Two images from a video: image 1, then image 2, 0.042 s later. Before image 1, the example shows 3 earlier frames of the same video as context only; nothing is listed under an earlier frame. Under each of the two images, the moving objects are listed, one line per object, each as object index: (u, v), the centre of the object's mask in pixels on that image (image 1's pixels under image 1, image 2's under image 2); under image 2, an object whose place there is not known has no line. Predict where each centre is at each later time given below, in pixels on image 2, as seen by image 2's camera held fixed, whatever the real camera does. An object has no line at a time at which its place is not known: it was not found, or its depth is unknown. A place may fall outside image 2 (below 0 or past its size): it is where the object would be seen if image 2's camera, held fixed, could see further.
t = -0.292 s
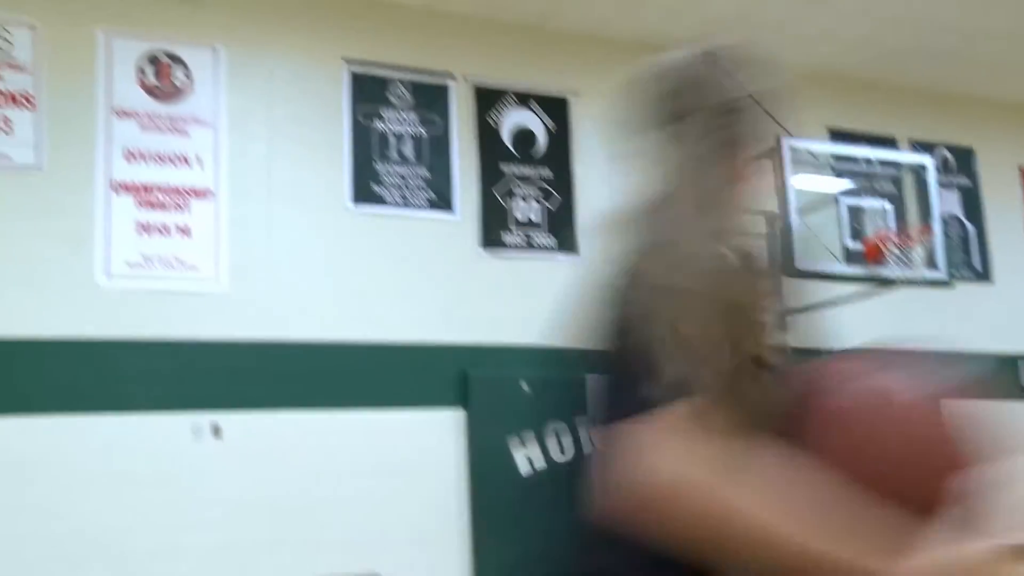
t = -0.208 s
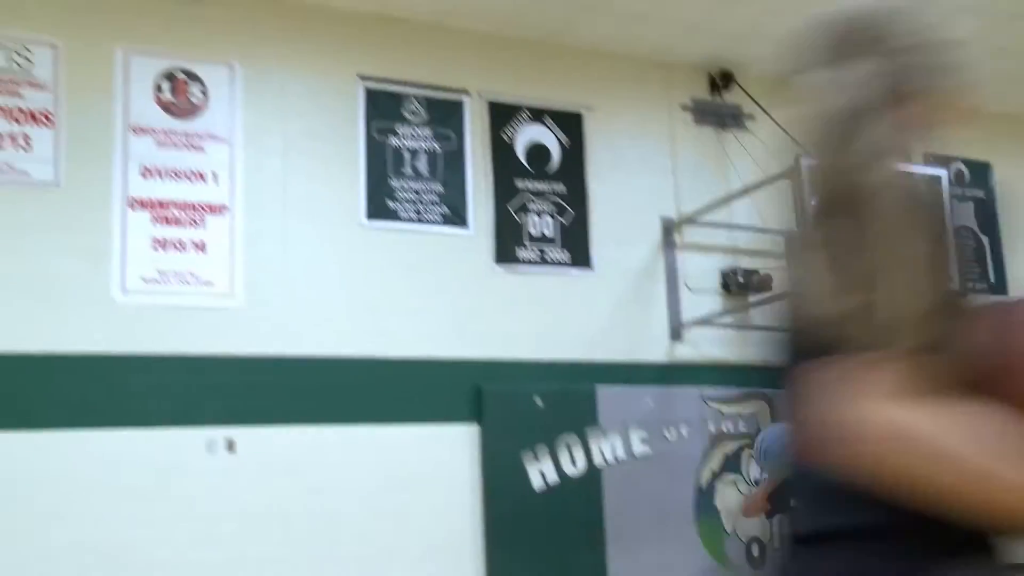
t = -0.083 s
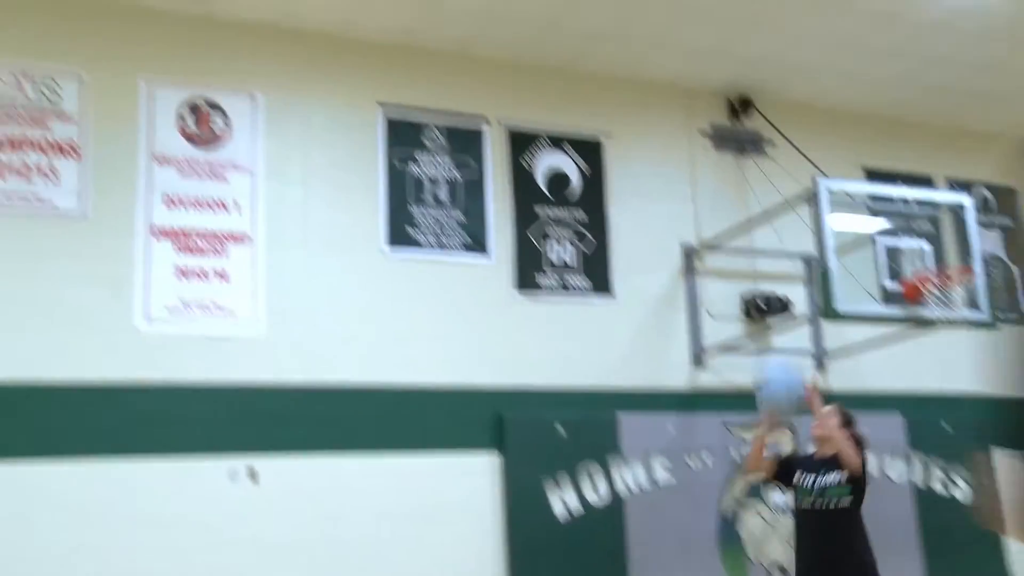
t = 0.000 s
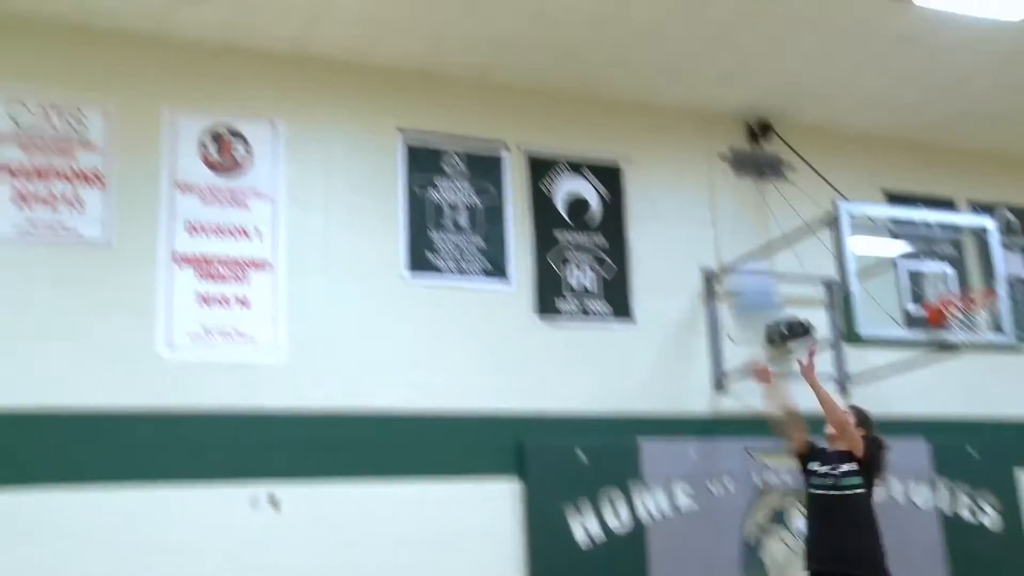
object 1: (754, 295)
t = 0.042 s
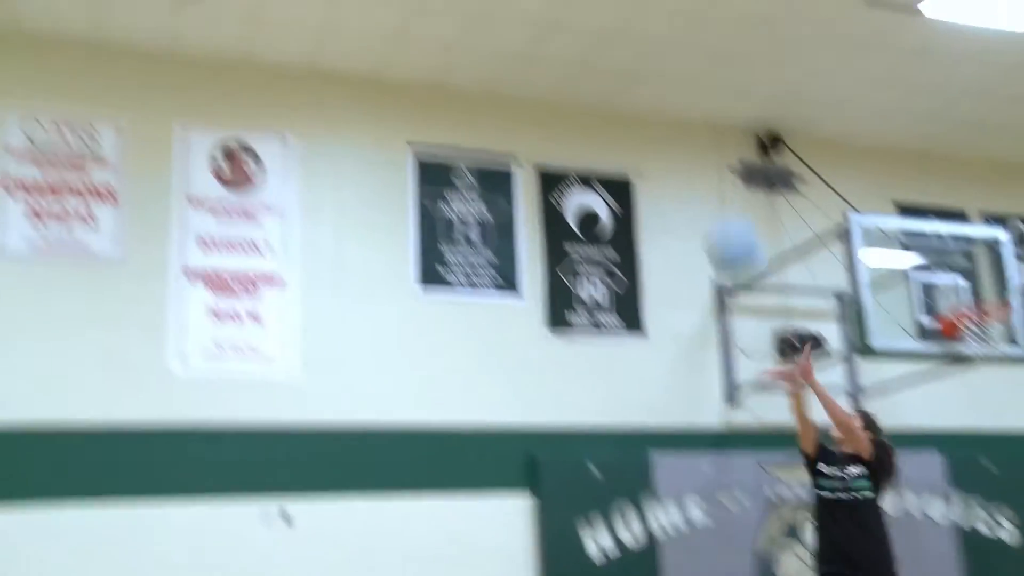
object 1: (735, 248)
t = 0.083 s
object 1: (705, 193)
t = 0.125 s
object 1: (677, 140)
